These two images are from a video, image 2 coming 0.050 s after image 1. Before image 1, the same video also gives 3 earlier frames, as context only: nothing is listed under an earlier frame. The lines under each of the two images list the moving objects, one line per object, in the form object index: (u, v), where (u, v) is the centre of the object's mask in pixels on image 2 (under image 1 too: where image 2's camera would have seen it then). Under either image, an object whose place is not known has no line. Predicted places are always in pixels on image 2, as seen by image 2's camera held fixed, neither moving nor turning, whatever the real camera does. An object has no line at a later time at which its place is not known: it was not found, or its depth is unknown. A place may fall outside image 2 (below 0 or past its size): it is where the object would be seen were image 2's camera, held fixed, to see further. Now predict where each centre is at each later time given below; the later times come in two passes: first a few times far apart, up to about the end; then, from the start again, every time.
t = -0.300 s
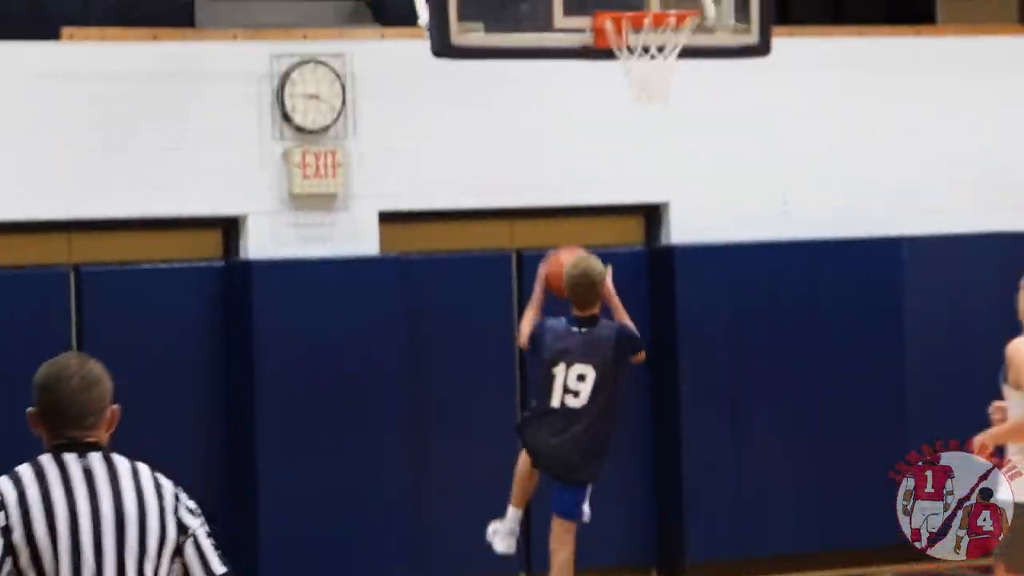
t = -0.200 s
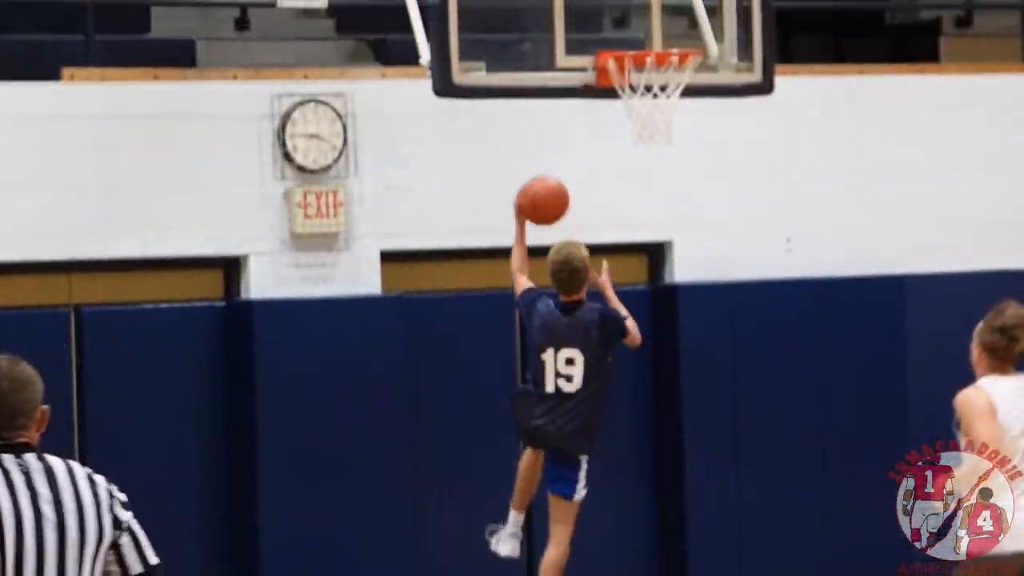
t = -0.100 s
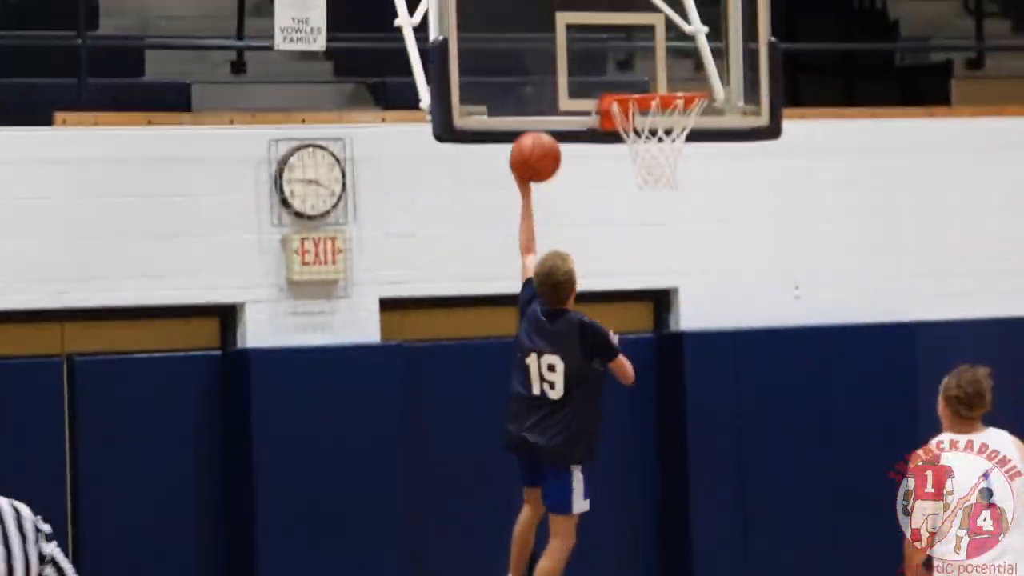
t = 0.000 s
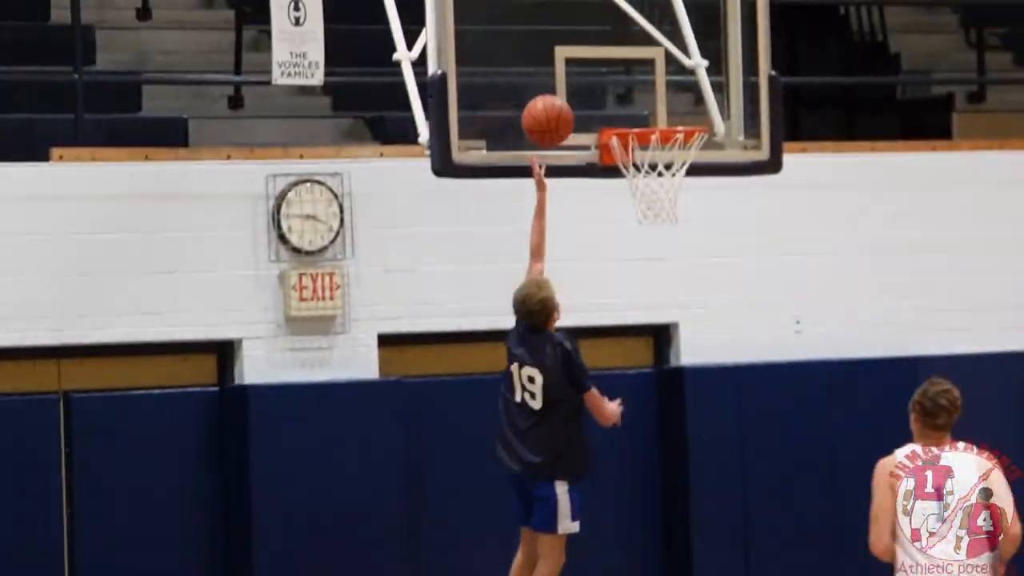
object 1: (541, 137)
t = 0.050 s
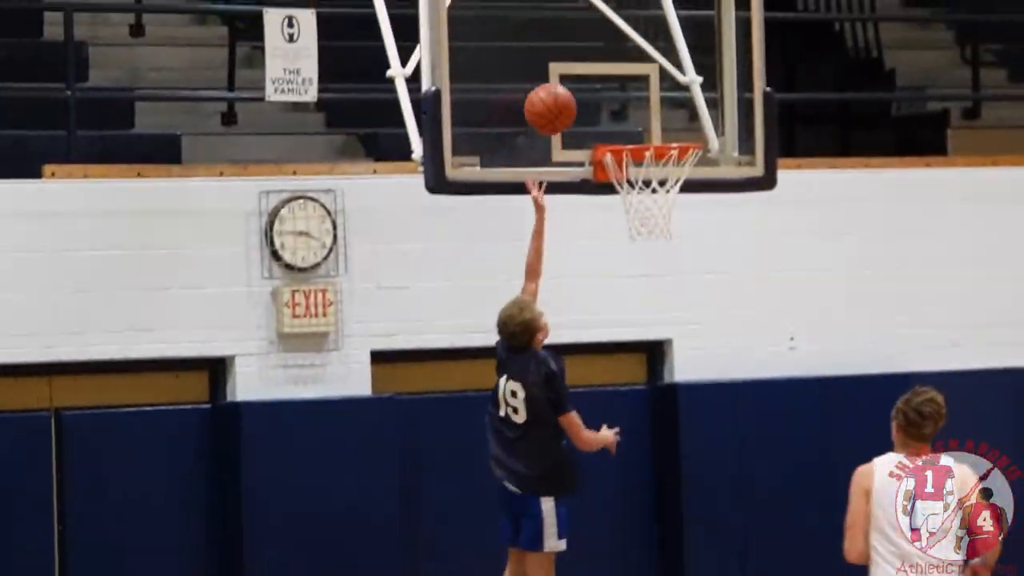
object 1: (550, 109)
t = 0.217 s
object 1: (588, 61)
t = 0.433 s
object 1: (644, 93)
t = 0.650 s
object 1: (656, 205)
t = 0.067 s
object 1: (553, 101)
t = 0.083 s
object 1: (556, 93)
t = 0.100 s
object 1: (559, 86)
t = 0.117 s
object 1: (562, 81)
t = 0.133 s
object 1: (567, 76)
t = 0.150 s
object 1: (571, 72)
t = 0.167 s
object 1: (575, 68)
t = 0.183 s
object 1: (579, 64)
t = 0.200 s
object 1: (583, 62)
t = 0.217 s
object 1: (588, 61)
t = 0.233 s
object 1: (592, 59)
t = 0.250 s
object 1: (596, 59)
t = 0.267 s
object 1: (600, 59)
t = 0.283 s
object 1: (605, 60)
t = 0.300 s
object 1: (609, 61)
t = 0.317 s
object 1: (613, 63)
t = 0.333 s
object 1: (618, 65)
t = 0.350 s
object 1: (622, 68)
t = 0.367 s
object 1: (627, 72)
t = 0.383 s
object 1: (631, 76)
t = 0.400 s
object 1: (636, 81)
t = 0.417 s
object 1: (640, 86)
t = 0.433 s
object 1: (644, 93)
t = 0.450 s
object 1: (648, 99)
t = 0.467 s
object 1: (653, 106)
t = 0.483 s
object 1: (658, 114)
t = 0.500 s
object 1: (662, 121)
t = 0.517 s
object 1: (667, 126)
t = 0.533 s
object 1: (671, 131)
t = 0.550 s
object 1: (671, 142)
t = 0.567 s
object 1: (671, 161)
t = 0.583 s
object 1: (669, 170)
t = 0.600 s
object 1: (666, 176)
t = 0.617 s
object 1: (662, 186)
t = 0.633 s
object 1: (659, 196)
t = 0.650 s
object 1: (656, 205)
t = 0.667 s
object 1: (652, 213)
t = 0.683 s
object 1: (648, 222)
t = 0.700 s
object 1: (645, 230)
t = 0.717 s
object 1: (641, 240)
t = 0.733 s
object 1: (638, 249)
